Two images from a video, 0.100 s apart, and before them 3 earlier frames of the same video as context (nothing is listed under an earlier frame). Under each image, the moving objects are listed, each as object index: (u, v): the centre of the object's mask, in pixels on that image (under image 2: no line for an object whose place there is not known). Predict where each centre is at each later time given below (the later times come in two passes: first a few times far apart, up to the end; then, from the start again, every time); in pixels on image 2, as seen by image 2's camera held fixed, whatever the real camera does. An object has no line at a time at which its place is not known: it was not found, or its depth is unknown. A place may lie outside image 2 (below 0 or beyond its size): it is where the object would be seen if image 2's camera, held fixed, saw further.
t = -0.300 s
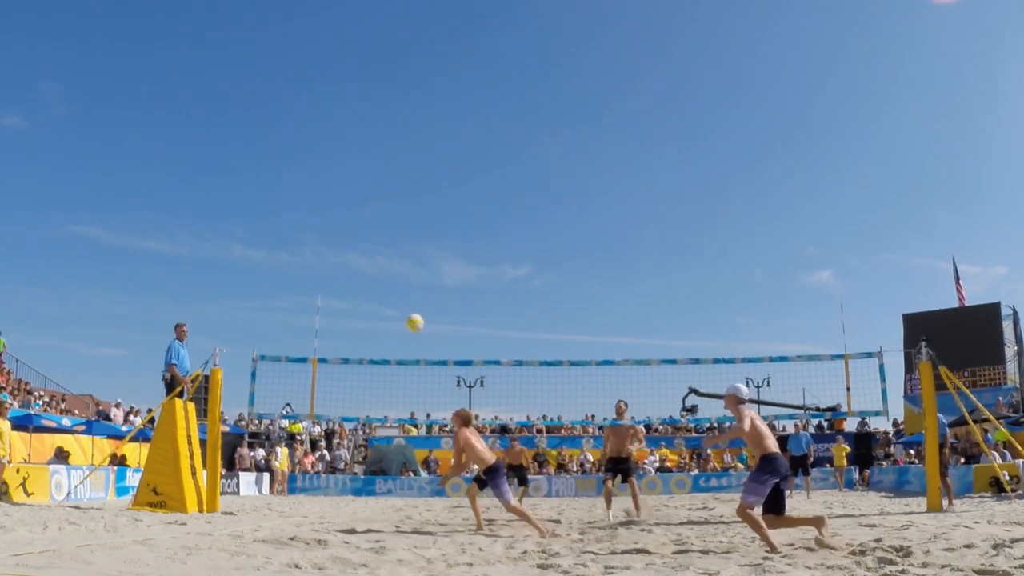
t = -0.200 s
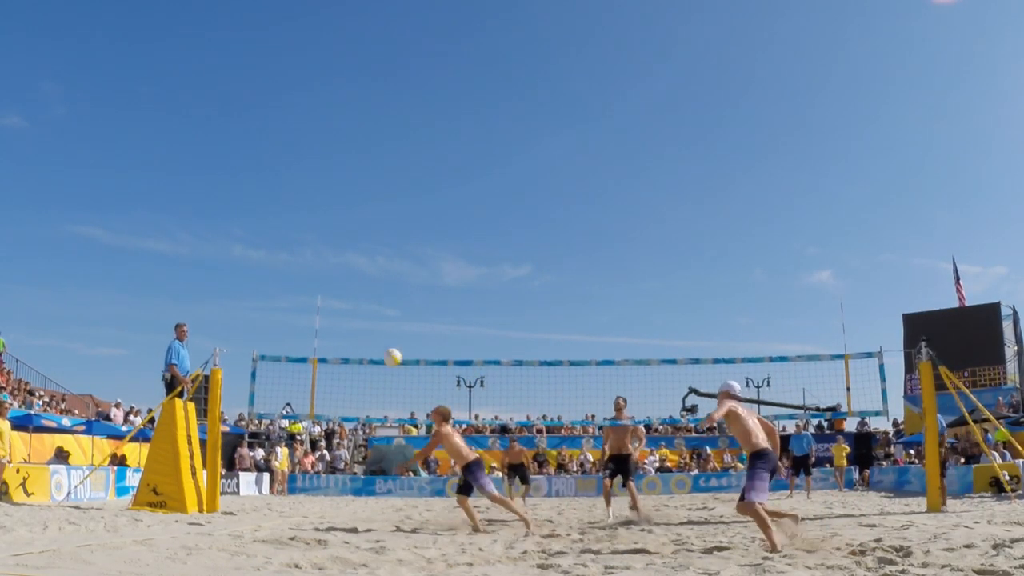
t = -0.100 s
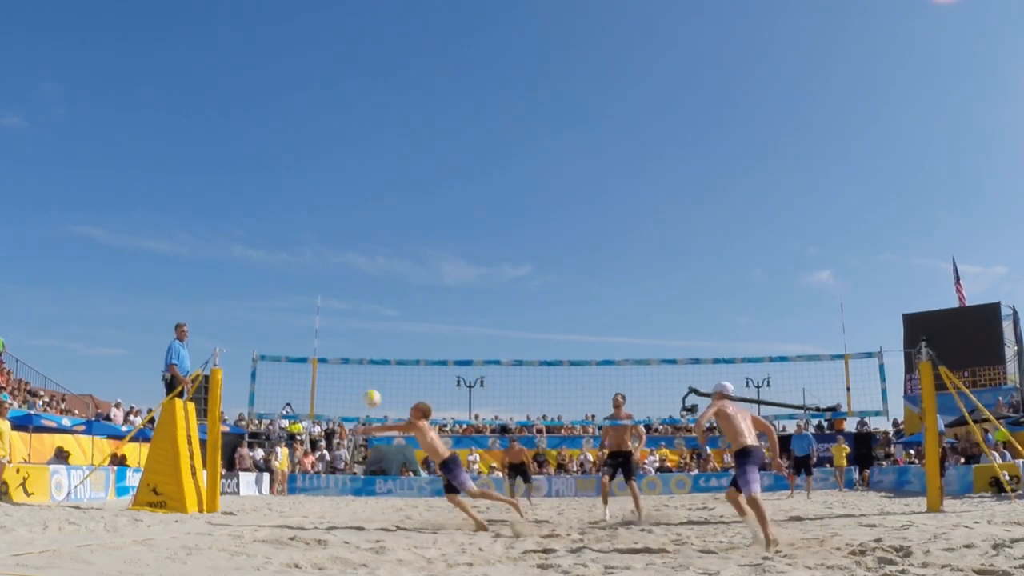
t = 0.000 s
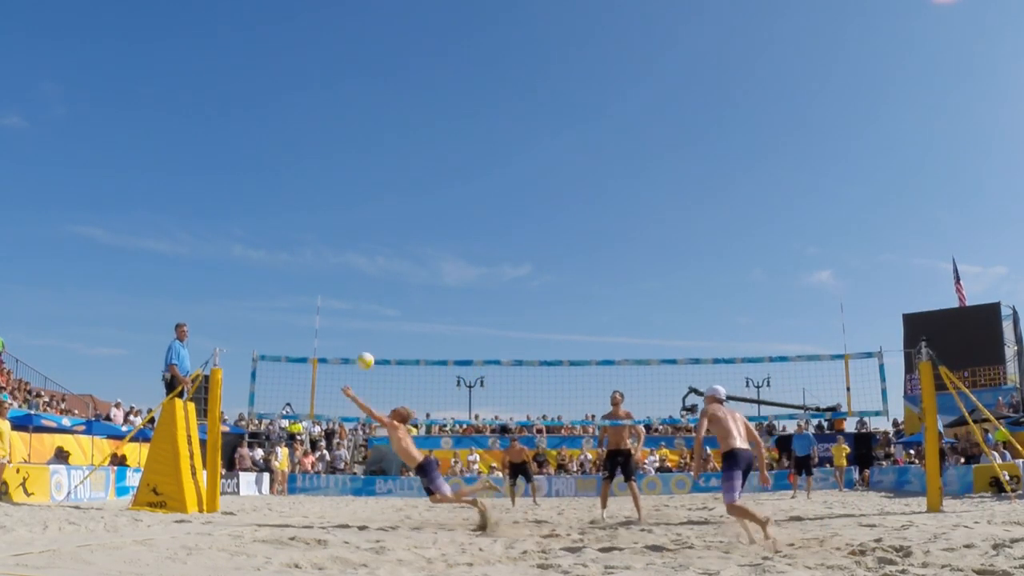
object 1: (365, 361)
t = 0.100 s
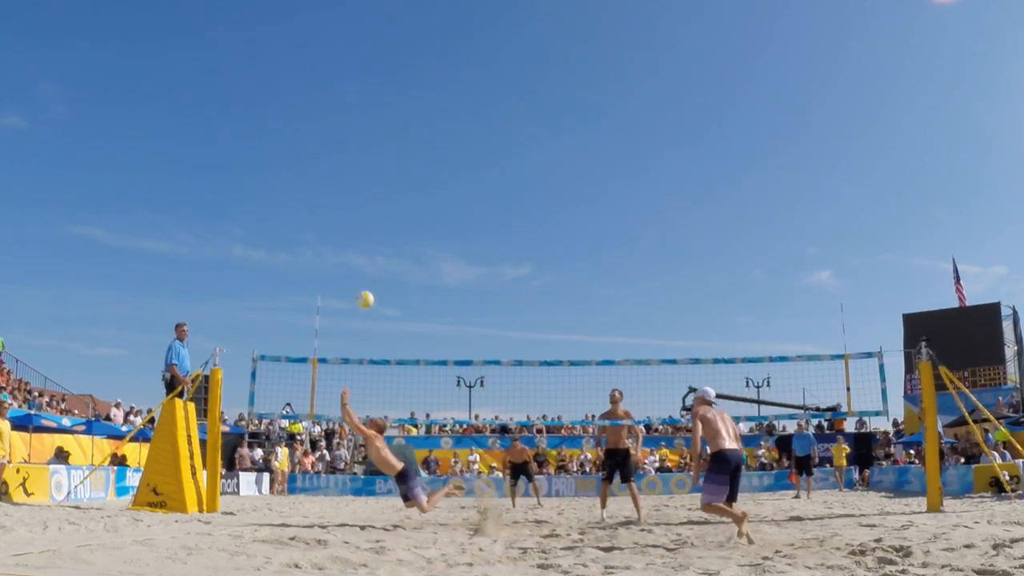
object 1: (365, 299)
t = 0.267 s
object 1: (365, 218)
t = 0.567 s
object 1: (365, 127)
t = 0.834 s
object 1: (364, 104)
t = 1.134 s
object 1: (361, 135)
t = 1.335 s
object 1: (358, 194)
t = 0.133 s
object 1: (365, 281)
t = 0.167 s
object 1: (365, 264)
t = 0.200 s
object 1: (365, 247)
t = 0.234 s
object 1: (365, 232)
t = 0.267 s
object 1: (365, 218)
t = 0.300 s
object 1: (365, 204)
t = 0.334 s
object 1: (364, 191)
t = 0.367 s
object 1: (364, 180)
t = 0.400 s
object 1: (364, 169)
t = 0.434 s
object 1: (364, 158)
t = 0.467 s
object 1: (364, 150)
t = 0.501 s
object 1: (365, 142)
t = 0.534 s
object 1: (365, 134)
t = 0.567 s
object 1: (365, 127)
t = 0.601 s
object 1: (365, 122)
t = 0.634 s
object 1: (365, 117)
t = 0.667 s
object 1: (365, 113)
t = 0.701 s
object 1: (365, 109)
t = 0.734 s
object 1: (365, 107)
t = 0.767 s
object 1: (364, 105)
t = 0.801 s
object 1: (364, 104)
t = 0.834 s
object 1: (364, 104)
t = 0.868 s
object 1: (364, 104)
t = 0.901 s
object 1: (363, 105)
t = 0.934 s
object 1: (363, 107)
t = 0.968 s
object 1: (363, 110)
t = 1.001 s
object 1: (362, 113)
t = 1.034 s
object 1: (362, 118)
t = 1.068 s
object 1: (362, 123)
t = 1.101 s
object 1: (361, 129)
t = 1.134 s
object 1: (361, 135)
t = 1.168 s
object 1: (360, 143)
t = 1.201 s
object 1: (360, 151)
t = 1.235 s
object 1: (360, 160)
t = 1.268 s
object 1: (359, 171)
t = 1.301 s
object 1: (359, 182)
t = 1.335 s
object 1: (358, 194)
